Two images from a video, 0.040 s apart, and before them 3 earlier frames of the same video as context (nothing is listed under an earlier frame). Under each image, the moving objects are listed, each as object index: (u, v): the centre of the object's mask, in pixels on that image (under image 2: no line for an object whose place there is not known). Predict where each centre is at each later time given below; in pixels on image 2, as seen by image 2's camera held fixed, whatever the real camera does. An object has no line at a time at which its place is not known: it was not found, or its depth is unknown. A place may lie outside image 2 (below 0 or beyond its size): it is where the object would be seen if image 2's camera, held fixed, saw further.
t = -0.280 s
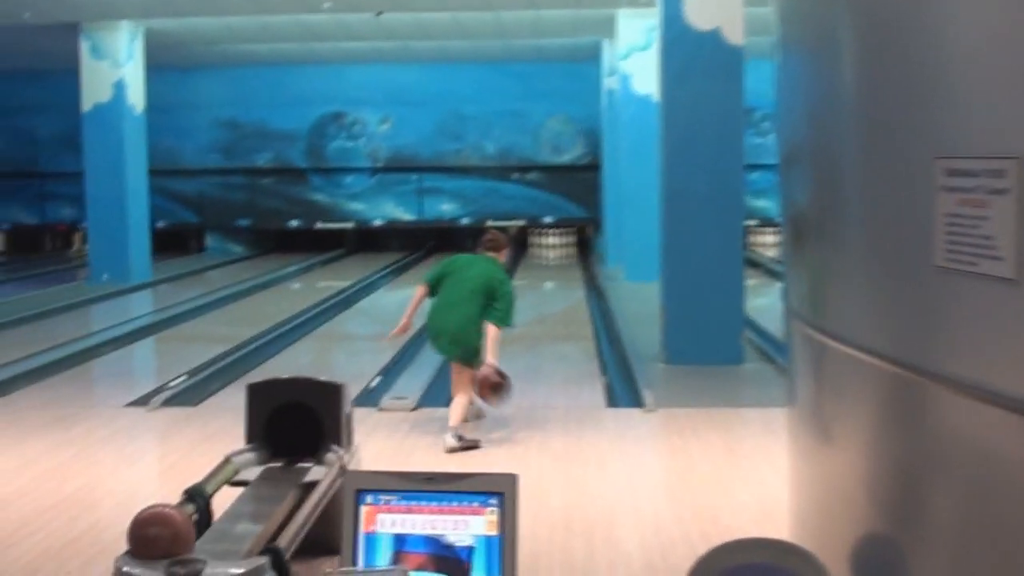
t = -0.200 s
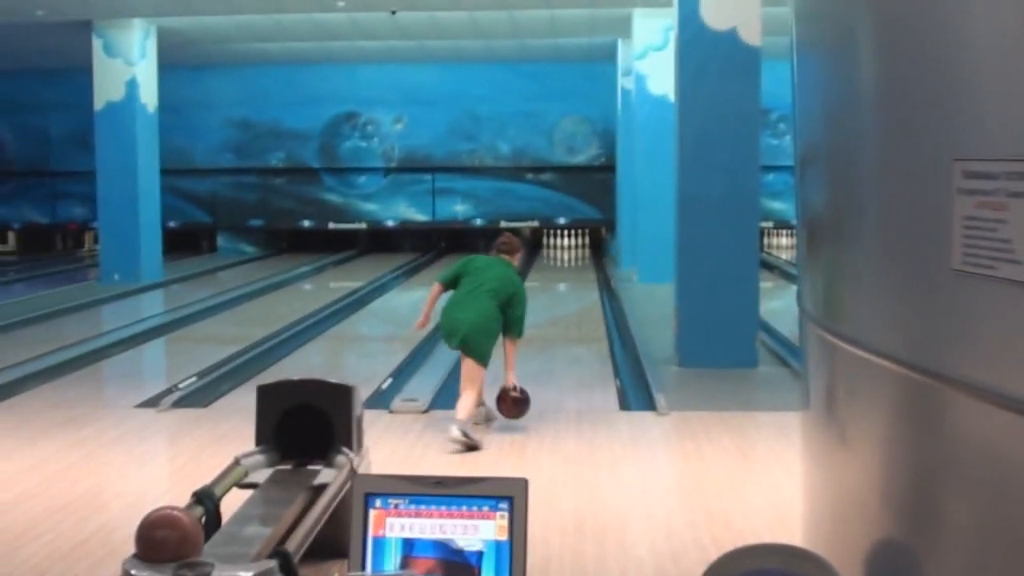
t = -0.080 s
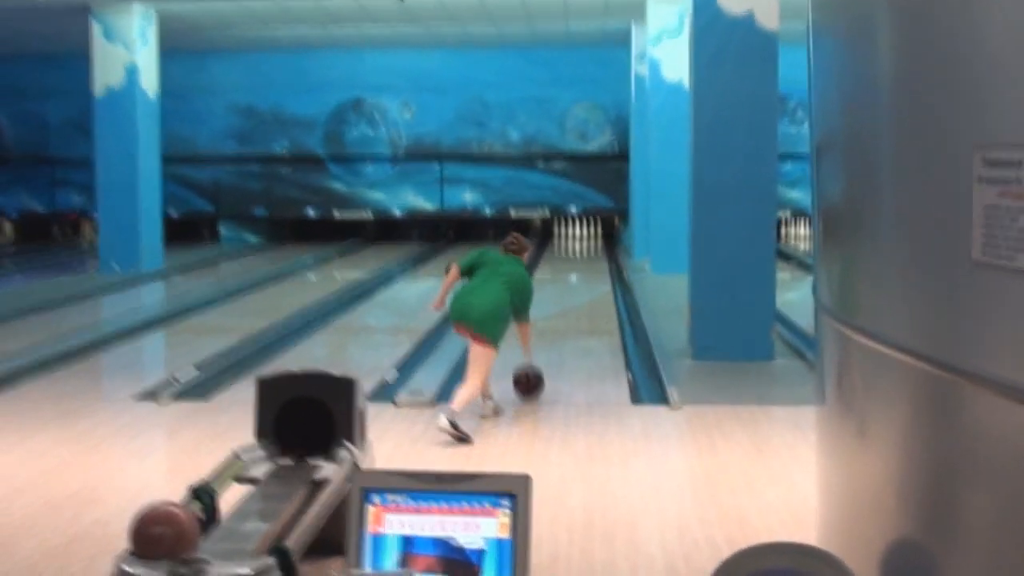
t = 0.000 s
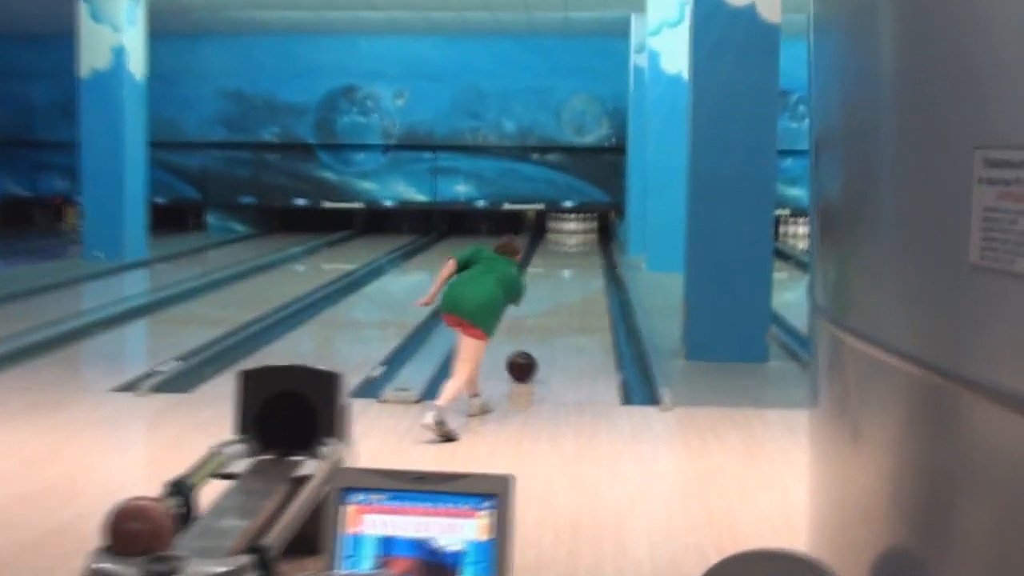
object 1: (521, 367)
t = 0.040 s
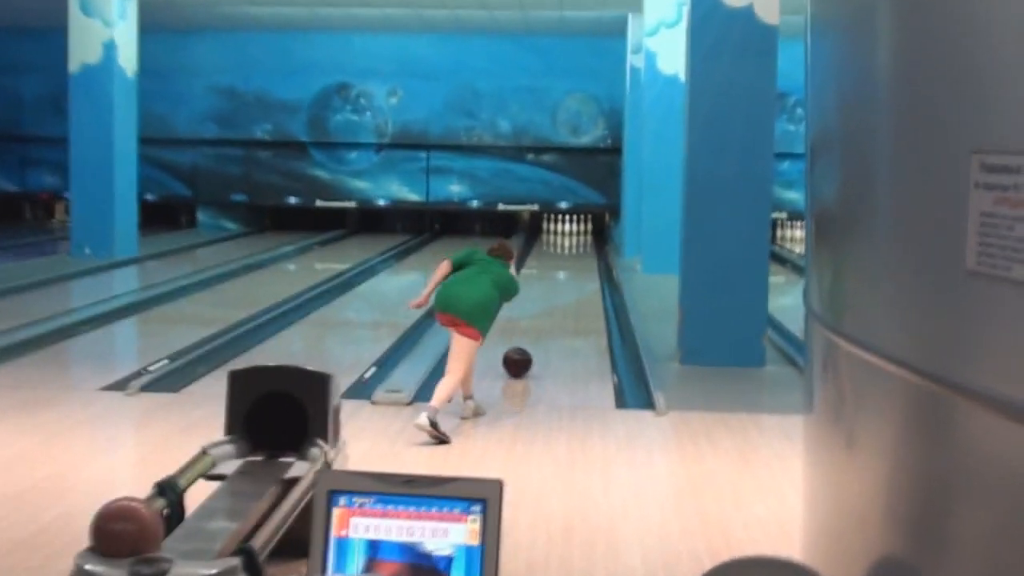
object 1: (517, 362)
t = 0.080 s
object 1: (518, 357)
